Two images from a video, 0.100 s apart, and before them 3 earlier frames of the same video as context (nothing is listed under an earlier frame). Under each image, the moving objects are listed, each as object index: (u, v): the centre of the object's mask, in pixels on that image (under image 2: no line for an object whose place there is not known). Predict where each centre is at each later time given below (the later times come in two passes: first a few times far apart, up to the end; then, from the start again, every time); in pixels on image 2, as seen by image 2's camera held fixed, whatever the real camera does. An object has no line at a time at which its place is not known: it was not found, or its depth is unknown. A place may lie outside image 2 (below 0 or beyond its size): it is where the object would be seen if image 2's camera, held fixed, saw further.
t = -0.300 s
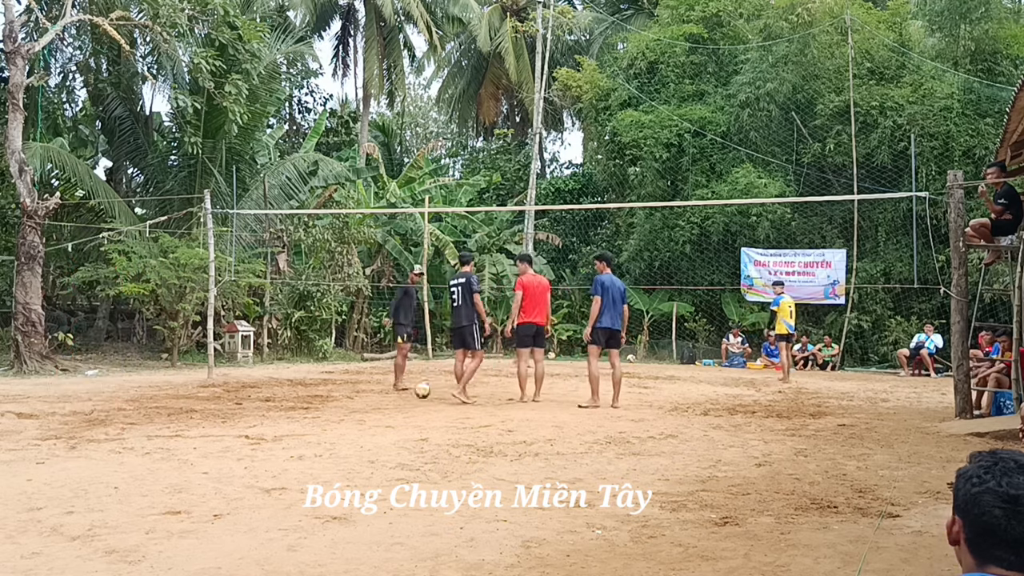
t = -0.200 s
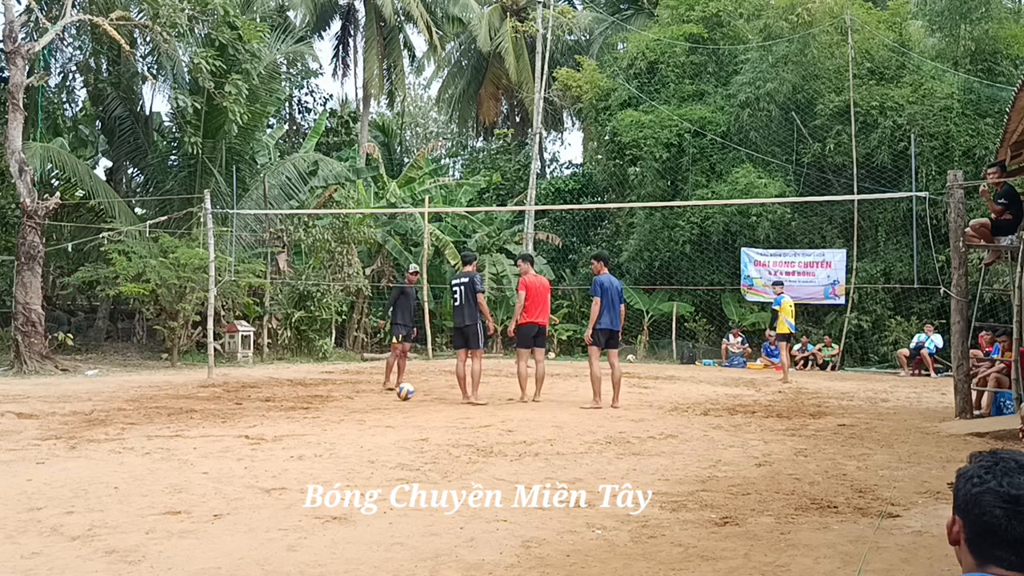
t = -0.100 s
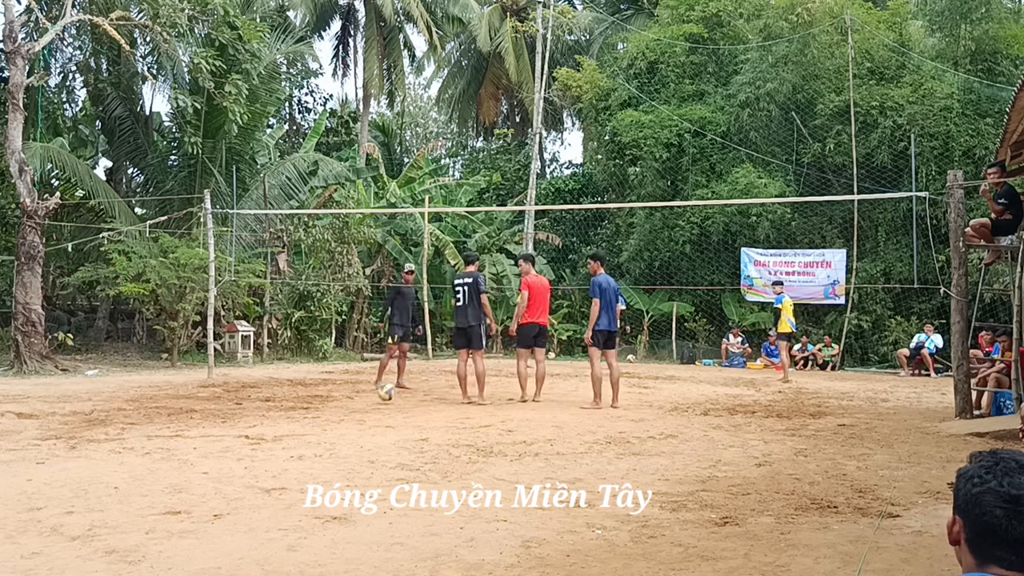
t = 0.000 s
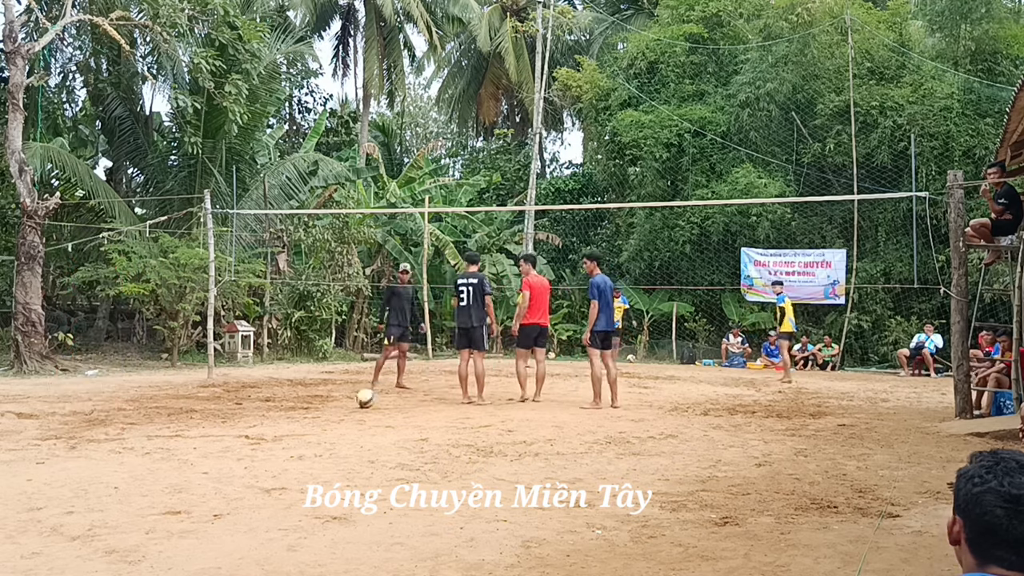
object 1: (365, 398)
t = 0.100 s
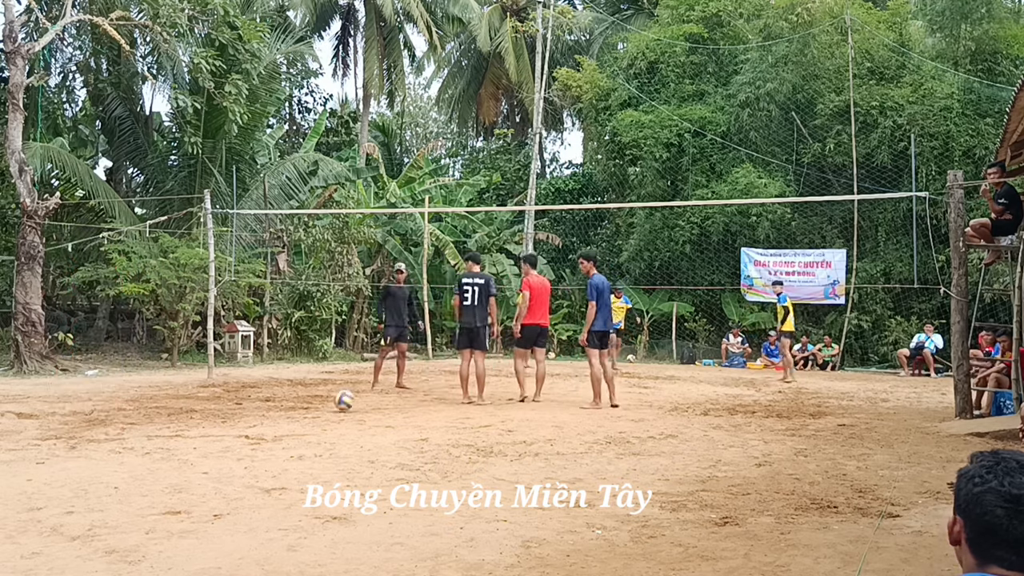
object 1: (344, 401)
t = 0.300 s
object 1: (293, 410)
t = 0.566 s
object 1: (217, 414)
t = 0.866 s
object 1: (110, 440)
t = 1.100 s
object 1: (13, 443)
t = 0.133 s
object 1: (336, 403)
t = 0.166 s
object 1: (329, 405)
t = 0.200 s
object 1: (320, 405)
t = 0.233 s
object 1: (312, 407)
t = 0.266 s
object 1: (302, 409)
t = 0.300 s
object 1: (293, 410)
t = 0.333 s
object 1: (284, 410)
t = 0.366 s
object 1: (275, 413)
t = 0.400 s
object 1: (265, 414)
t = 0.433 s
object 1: (256, 412)
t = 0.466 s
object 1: (246, 410)
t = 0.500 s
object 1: (238, 410)
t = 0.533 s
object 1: (227, 411)
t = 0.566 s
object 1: (217, 414)
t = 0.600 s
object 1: (206, 418)
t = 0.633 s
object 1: (195, 424)
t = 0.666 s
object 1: (184, 427)
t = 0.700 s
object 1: (172, 425)
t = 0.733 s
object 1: (161, 424)
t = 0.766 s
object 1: (149, 425)
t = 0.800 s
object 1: (137, 428)
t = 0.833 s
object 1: (123, 433)
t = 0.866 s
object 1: (110, 440)
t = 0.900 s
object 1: (95, 443)
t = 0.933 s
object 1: (83, 439)
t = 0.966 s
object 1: (71, 436)
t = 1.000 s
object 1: (56, 436)
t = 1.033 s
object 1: (41, 436)
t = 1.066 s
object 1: (26, 438)
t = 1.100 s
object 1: (13, 443)
